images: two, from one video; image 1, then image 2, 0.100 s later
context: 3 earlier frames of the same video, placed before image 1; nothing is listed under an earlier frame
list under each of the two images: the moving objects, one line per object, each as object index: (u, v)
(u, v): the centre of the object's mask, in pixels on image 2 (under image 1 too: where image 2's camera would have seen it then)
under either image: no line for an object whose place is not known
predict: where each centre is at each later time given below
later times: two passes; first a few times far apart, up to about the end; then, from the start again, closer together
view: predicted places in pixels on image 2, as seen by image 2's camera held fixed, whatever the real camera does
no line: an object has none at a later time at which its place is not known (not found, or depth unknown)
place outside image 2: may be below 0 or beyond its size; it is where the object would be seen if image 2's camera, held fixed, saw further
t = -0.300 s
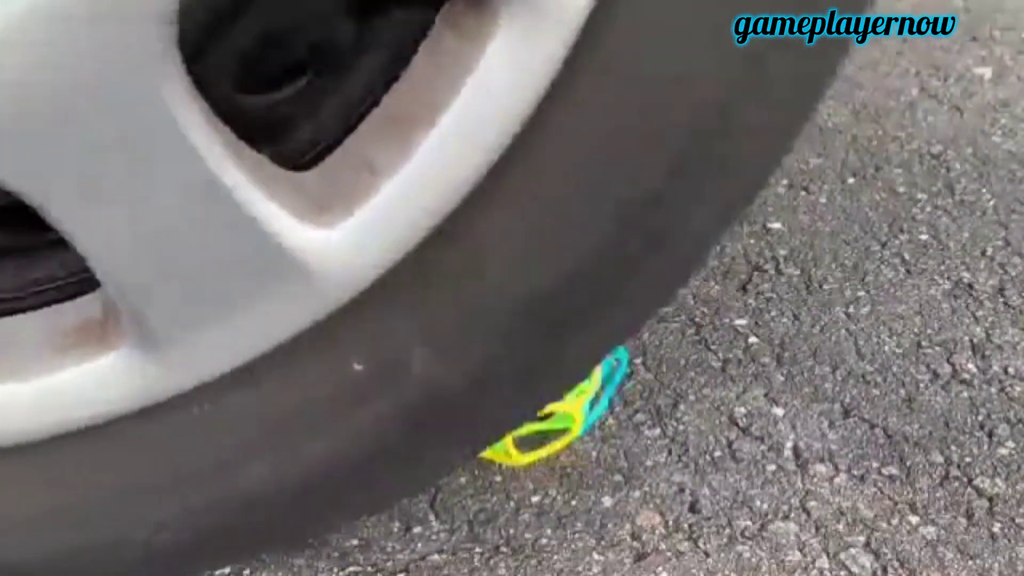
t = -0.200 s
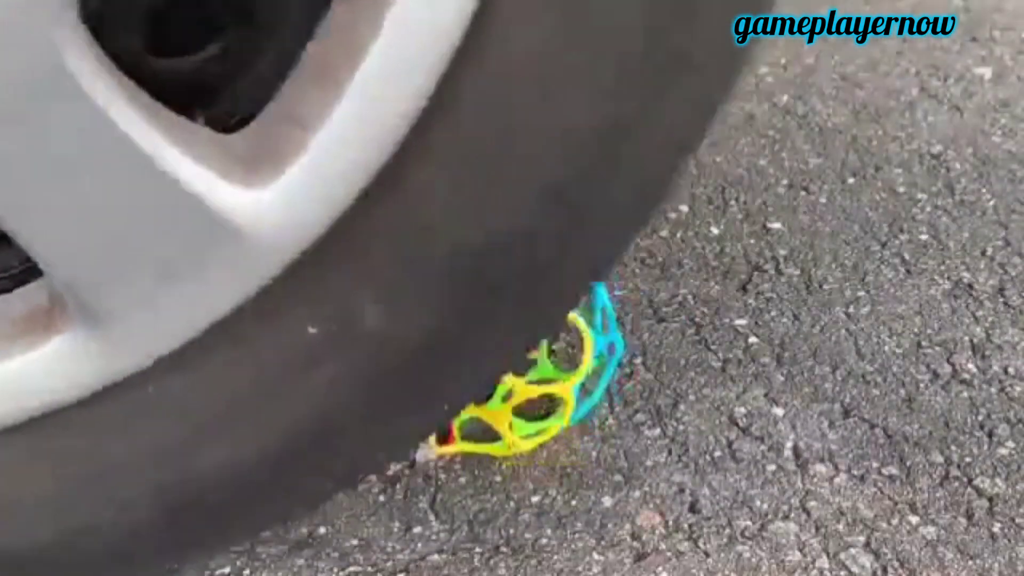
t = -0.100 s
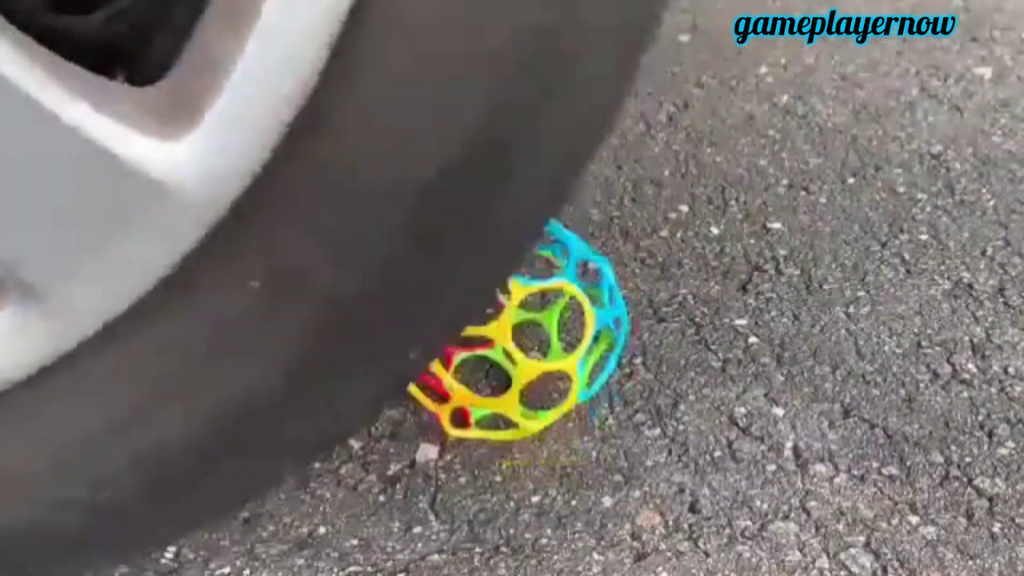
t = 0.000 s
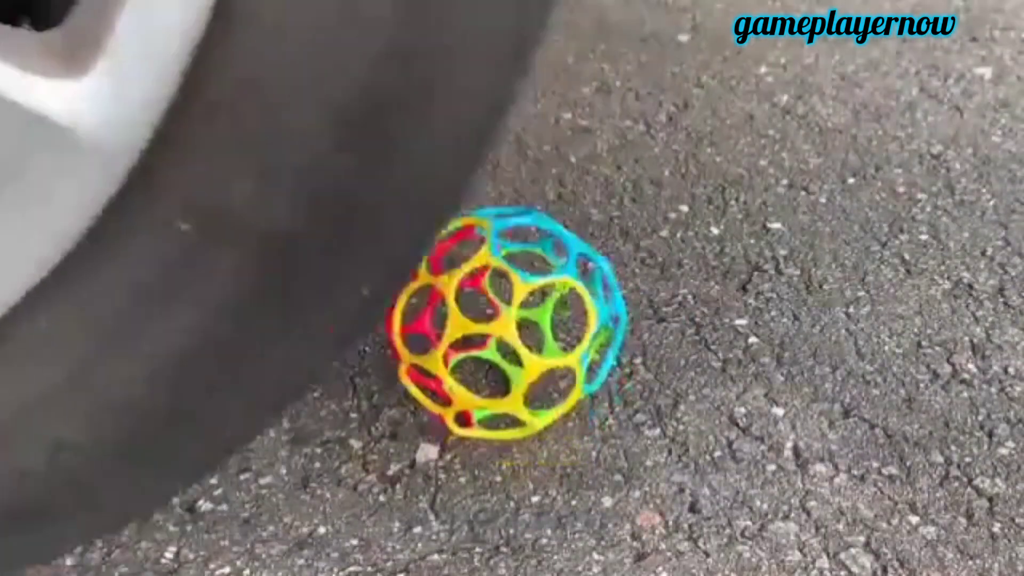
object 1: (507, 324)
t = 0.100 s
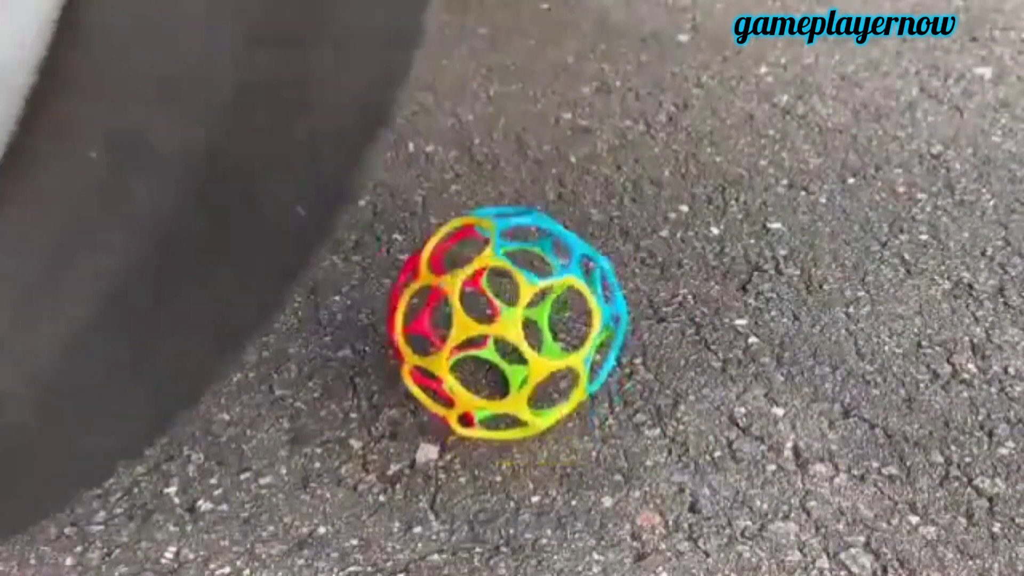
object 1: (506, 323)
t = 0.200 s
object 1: (510, 324)
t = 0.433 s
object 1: (523, 339)
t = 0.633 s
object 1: (515, 338)
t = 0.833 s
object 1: (515, 336)
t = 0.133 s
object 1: (507, 323)
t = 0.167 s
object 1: (509, 324)
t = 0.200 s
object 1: (510, 324)
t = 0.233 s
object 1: (512, 325)
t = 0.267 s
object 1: (515, 327)
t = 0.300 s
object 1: (517, 328)
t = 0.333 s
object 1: (519, 331)
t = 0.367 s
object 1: (522, 334)
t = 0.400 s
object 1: (523, 337)
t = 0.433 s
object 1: (523, 339)
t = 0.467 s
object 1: (522, 342)
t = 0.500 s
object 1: (520, 344)
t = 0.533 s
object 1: (517, 344)
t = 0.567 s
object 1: (514, 343)
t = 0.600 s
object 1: (514, 341)
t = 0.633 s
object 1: (515, 338)
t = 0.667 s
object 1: (514, 334)
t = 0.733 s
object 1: (514, 332)
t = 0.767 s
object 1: (514, 332)
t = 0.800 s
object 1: (515, 333)
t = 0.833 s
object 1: (515, 336)
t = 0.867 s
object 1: (515, 340)
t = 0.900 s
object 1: (513, 342)
